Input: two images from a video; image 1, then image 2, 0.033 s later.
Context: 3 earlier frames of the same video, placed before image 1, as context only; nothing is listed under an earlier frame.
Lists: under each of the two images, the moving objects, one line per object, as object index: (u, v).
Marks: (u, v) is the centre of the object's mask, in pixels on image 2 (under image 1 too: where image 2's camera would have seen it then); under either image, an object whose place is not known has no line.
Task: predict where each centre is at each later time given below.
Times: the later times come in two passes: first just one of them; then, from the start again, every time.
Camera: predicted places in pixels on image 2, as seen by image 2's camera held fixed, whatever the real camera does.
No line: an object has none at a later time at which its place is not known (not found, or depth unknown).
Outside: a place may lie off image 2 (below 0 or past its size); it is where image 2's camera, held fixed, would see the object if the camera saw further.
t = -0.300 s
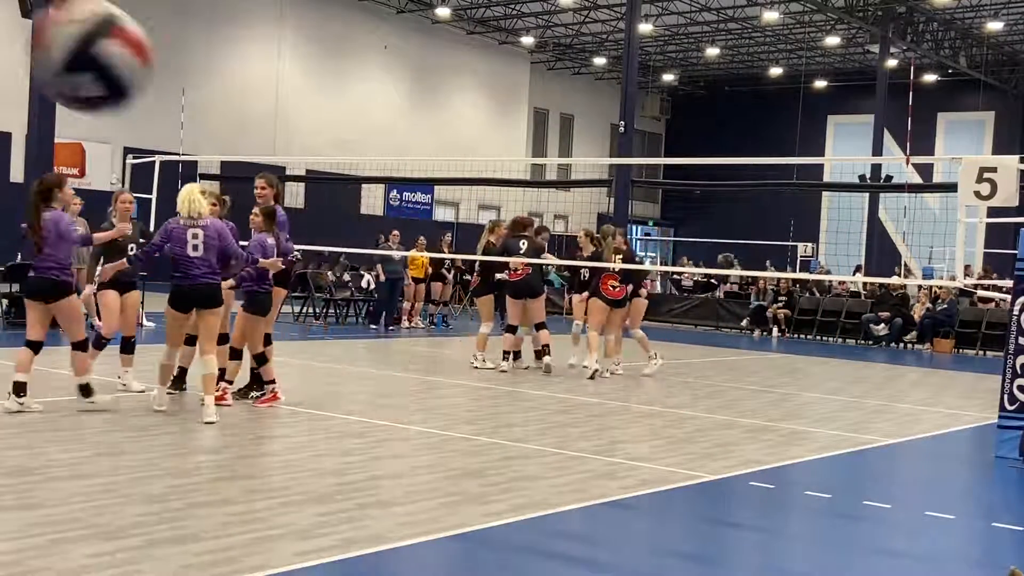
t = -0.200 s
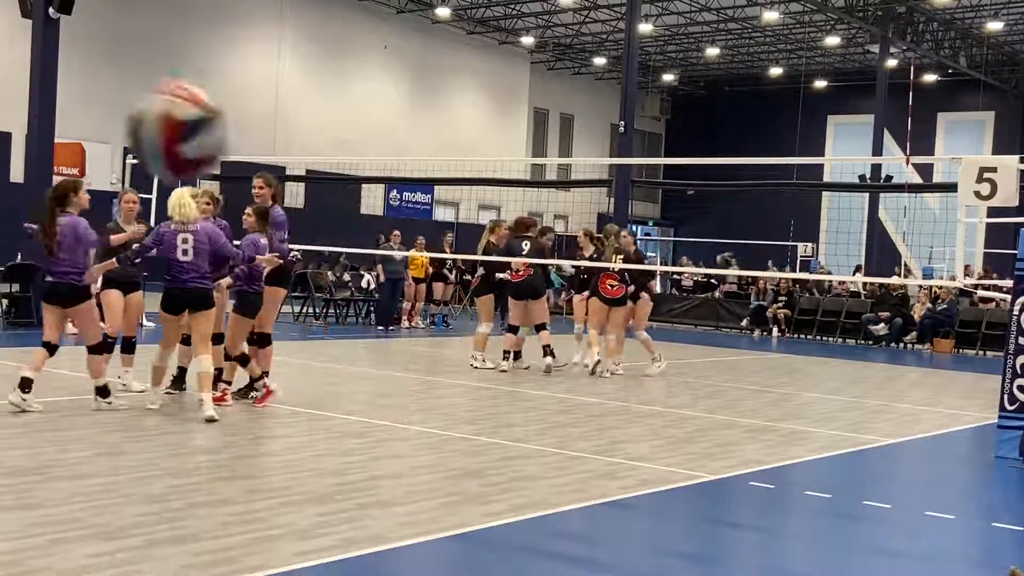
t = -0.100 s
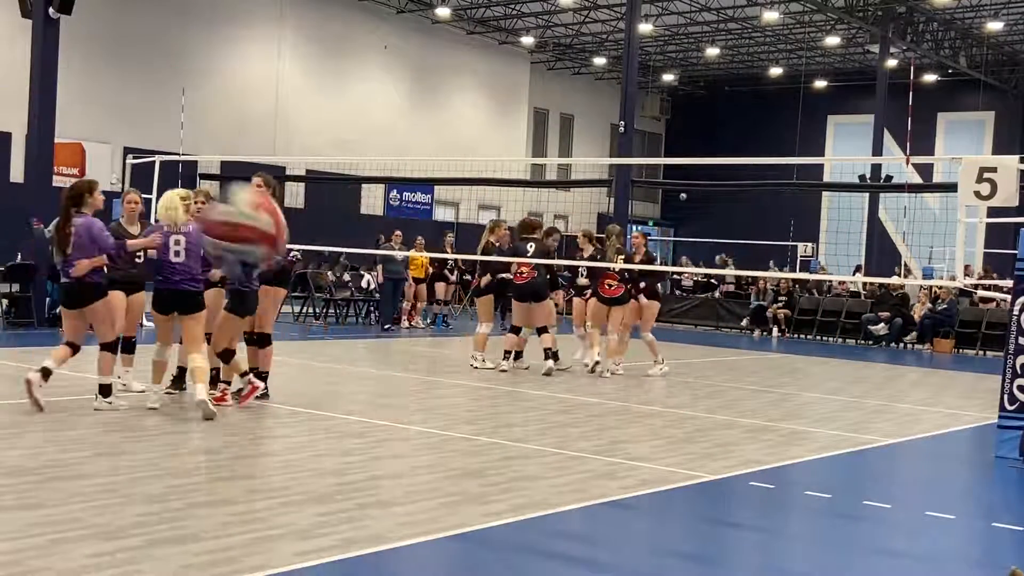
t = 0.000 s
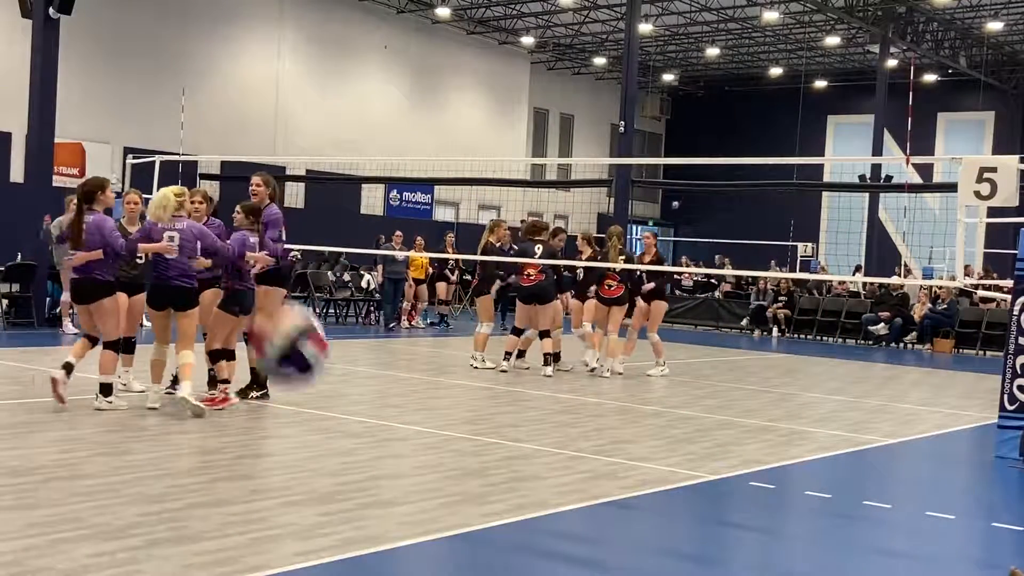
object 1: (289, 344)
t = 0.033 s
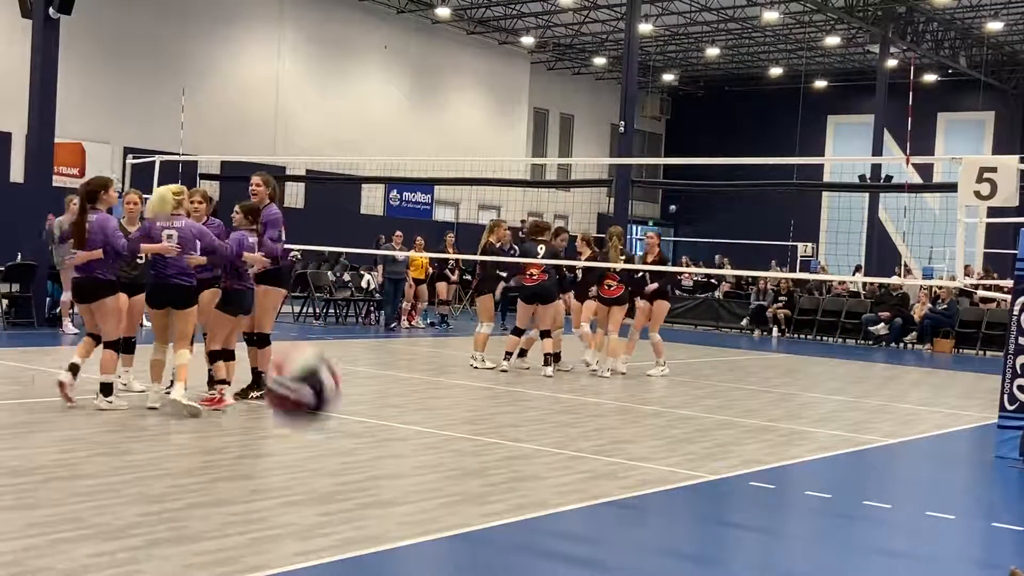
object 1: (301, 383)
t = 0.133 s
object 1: (331, 513)
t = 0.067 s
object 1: (310, 431)
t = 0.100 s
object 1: (323, 472)
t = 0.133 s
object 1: (331, 513)
